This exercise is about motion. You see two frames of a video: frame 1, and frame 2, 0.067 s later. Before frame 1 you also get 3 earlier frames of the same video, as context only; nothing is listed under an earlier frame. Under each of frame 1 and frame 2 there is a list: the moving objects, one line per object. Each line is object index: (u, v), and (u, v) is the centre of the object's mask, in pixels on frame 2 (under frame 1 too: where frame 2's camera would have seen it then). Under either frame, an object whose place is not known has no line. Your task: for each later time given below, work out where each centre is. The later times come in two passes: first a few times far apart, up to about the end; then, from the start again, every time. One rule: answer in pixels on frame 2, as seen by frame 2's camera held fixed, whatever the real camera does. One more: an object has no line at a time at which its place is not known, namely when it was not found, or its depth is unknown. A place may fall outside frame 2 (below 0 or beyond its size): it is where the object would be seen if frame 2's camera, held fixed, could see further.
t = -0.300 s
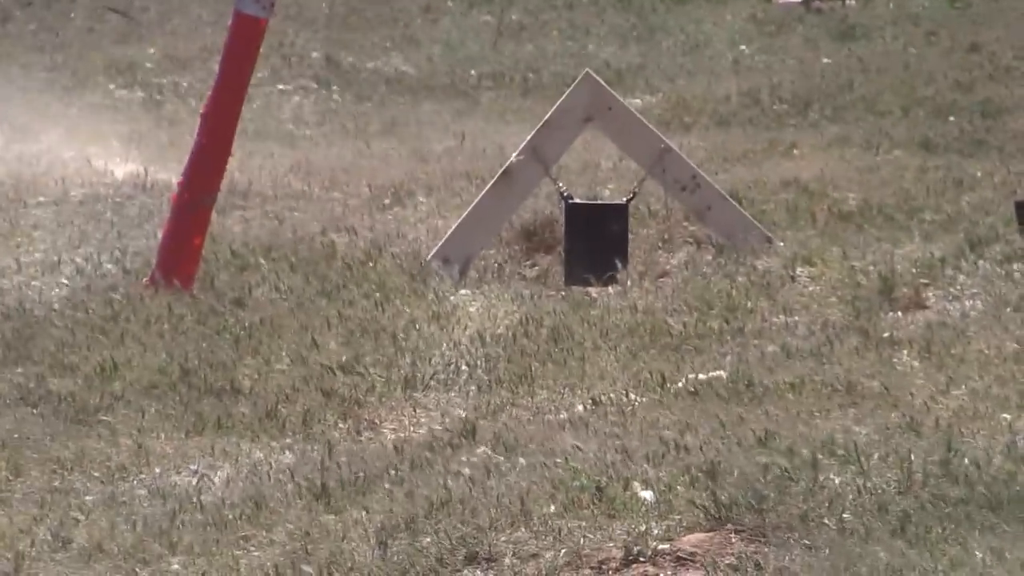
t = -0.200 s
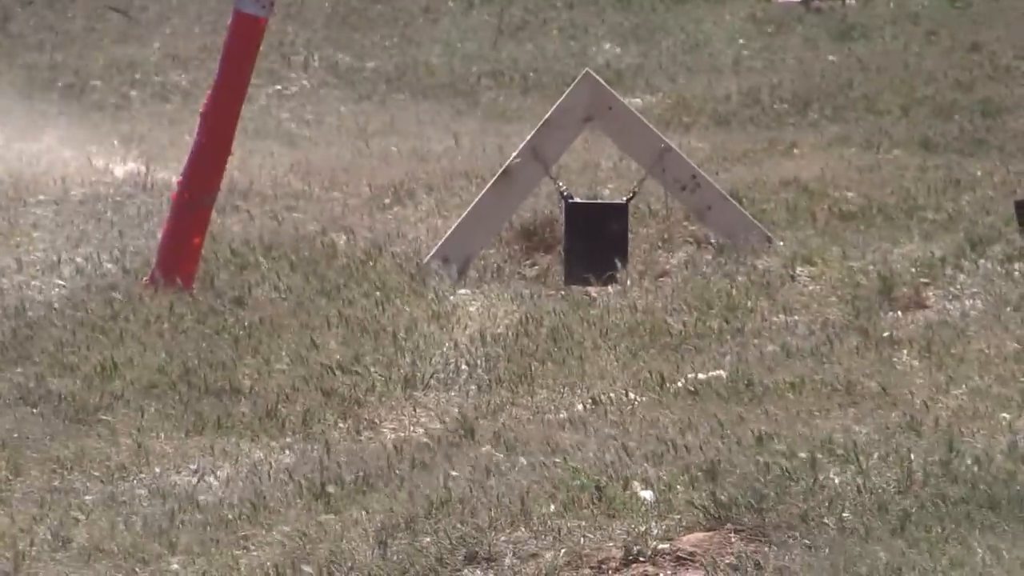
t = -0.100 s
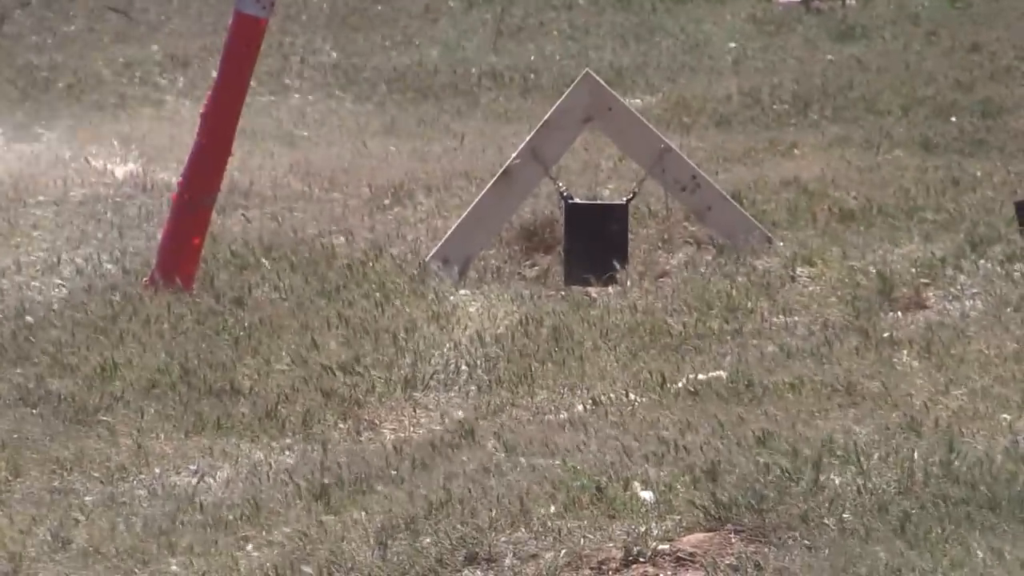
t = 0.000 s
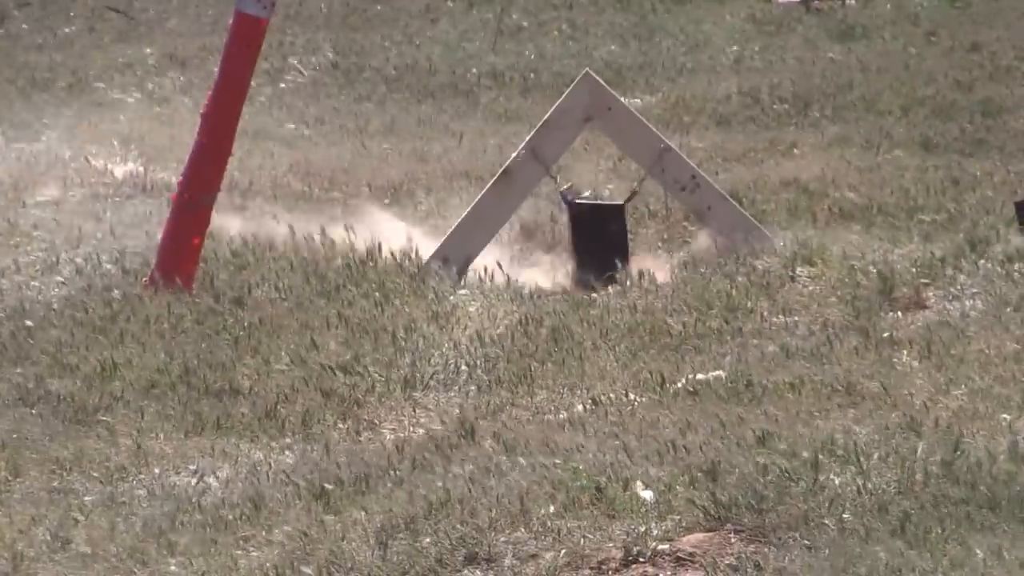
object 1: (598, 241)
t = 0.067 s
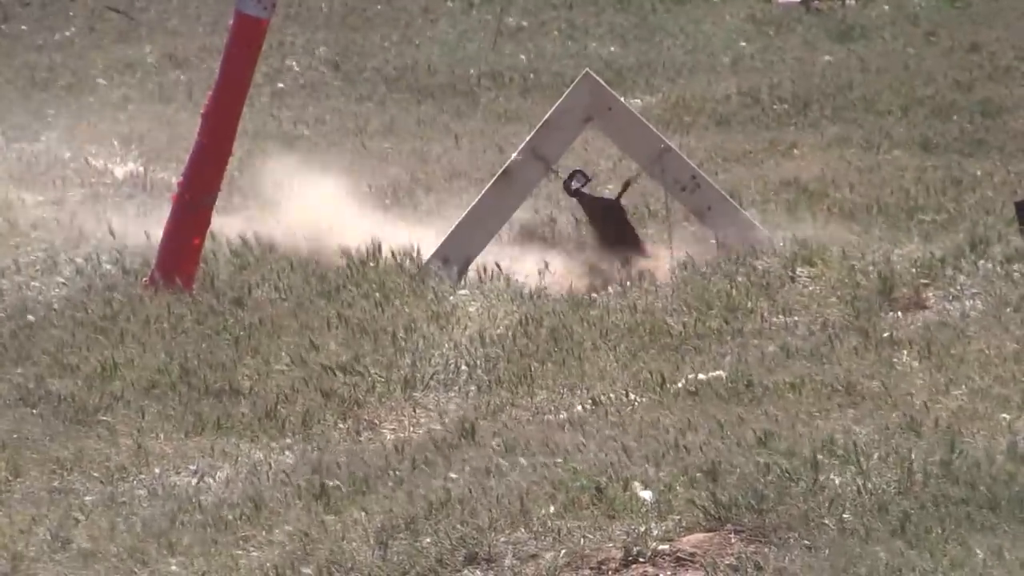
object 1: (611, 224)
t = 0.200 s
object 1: (618, 212)
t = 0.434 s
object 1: (597, 237)
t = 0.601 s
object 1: (598, 237)
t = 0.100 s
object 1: (616, 219)
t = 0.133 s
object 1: (621, 216)
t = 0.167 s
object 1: (620, 213)
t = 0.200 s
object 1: (618, 212)
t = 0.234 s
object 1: (613, 213)
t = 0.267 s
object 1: (607, 216)
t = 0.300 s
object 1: (600, 222)
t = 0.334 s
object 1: (595, 230)
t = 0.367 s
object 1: (593, 234)
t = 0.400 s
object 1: (595, 235)
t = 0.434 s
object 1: (597, 237)
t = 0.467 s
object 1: (595, 240)
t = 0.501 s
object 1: (595, 242)
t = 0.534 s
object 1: (595, 243)
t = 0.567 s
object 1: (597, 241)
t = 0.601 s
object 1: (598, 237)
